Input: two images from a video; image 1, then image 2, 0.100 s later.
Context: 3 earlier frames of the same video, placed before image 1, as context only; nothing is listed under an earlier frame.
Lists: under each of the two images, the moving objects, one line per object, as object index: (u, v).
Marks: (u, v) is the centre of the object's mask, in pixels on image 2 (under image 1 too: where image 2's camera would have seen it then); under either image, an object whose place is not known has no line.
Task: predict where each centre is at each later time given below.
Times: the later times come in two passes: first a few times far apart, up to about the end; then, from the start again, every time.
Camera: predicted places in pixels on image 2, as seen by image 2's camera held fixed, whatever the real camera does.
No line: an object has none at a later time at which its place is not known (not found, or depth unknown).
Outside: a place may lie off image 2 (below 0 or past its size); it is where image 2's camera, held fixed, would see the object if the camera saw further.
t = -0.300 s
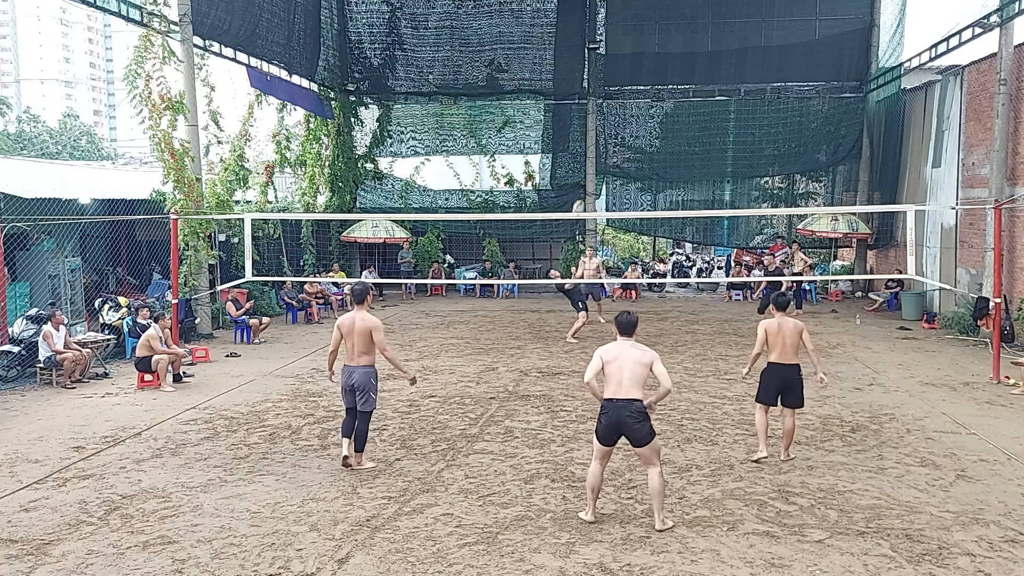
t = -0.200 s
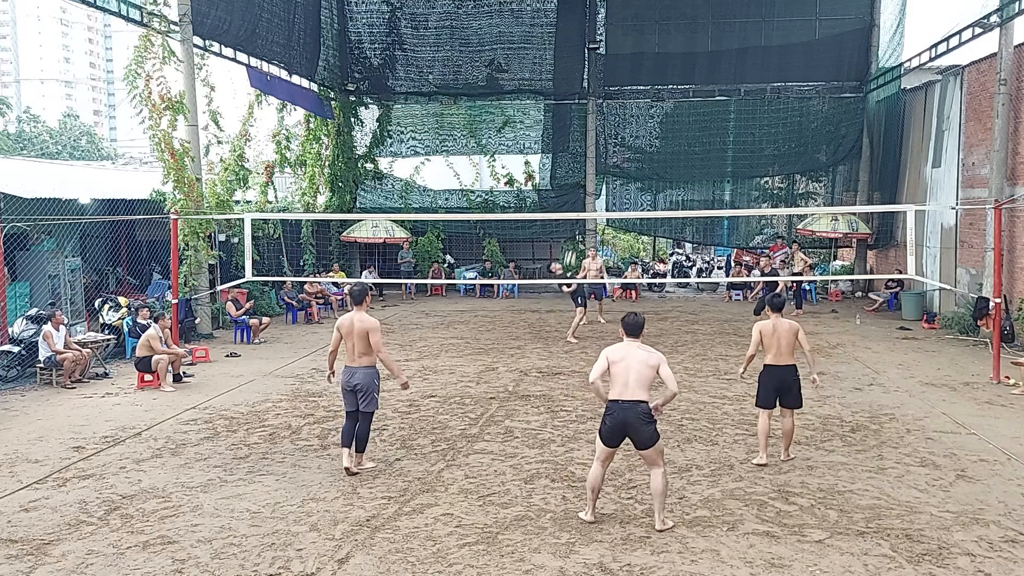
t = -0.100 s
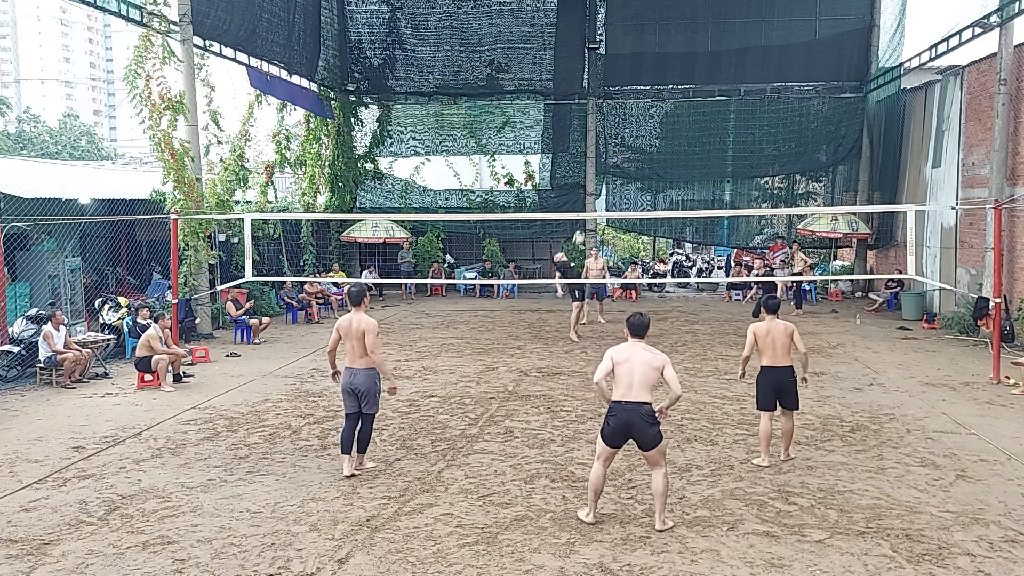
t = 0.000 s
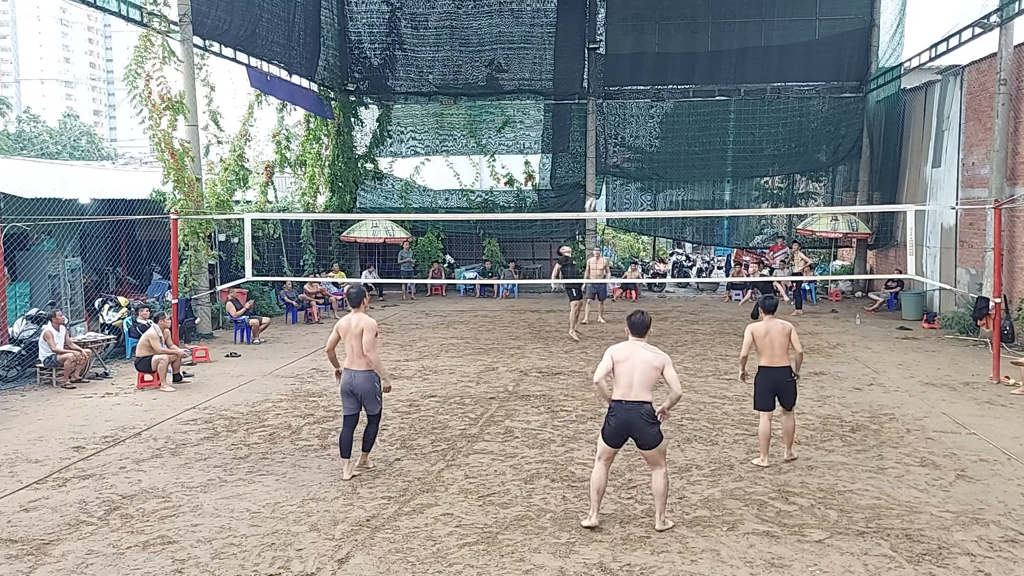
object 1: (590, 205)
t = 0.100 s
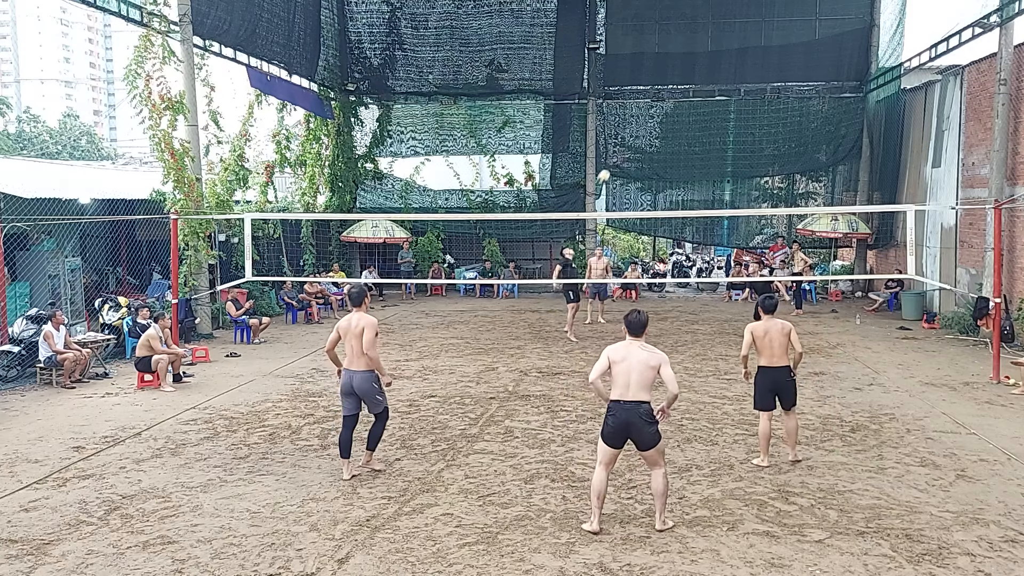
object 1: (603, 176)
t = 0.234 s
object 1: (621, 146)
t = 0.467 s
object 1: (653, 116)
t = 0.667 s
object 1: (681, 114)
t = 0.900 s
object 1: (715, 144)
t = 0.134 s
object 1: (607, 168)
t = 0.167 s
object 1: (612, 160)
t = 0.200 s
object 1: (616, 153)
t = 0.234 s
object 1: (621, 146)
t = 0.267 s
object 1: (625, 139)
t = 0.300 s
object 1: (630, 134)
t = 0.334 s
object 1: (635, 129)
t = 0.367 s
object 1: (640, 125)
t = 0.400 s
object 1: (644, 121)
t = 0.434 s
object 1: (649, 118)
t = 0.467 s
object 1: (653, 116)
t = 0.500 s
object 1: (658, 114)
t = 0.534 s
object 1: (662, 113)
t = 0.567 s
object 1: (667, 112)
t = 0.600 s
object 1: (672, 112)
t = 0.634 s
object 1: (676, 113)
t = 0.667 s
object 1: (681, 114)
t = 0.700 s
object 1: (686, 117)
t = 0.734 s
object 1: (691, 119)
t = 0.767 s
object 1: (696, 123)
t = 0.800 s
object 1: (701, 127)
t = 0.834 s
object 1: (706, 132)
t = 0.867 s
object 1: (711, 138)
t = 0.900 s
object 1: (715, 144)
